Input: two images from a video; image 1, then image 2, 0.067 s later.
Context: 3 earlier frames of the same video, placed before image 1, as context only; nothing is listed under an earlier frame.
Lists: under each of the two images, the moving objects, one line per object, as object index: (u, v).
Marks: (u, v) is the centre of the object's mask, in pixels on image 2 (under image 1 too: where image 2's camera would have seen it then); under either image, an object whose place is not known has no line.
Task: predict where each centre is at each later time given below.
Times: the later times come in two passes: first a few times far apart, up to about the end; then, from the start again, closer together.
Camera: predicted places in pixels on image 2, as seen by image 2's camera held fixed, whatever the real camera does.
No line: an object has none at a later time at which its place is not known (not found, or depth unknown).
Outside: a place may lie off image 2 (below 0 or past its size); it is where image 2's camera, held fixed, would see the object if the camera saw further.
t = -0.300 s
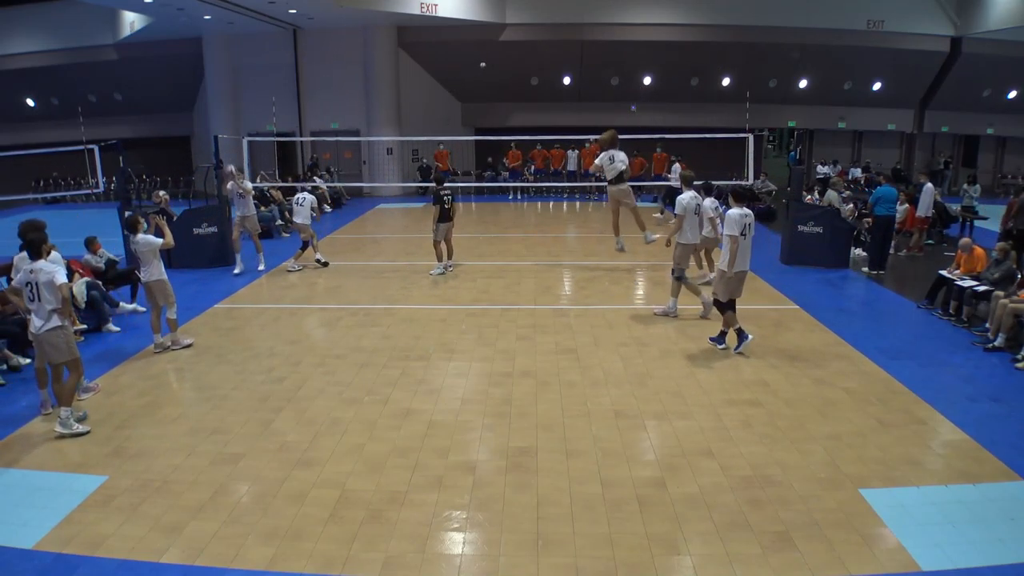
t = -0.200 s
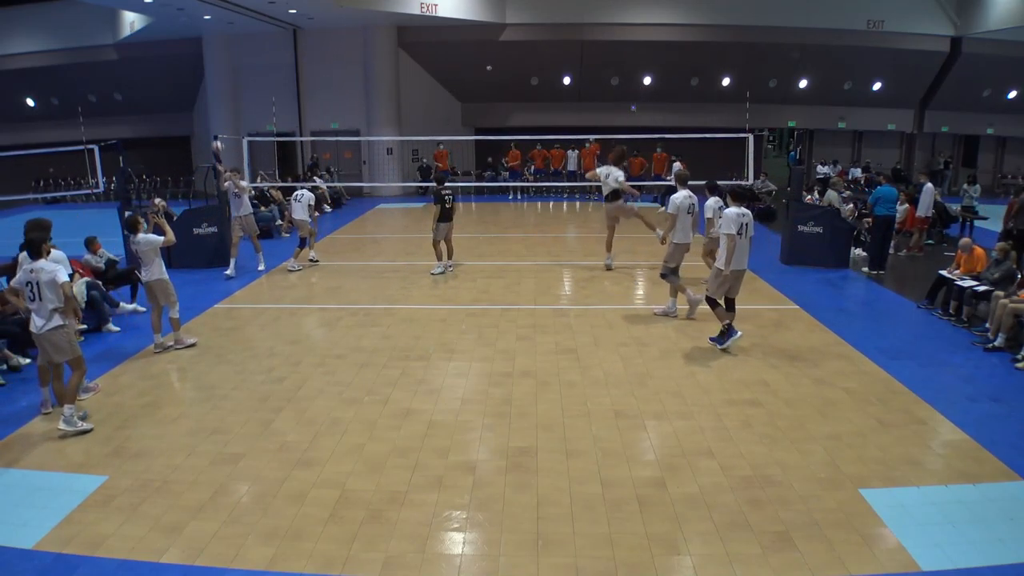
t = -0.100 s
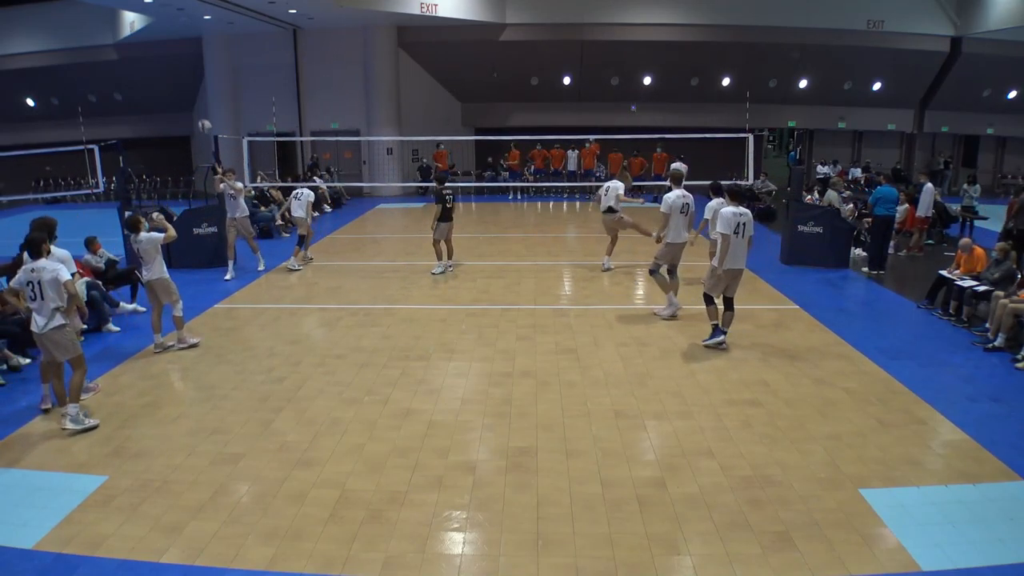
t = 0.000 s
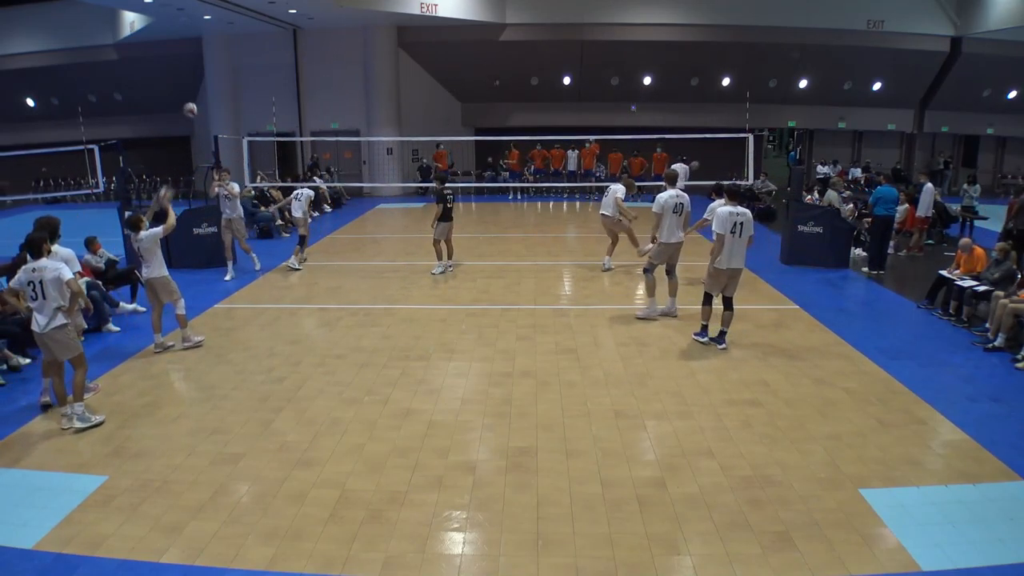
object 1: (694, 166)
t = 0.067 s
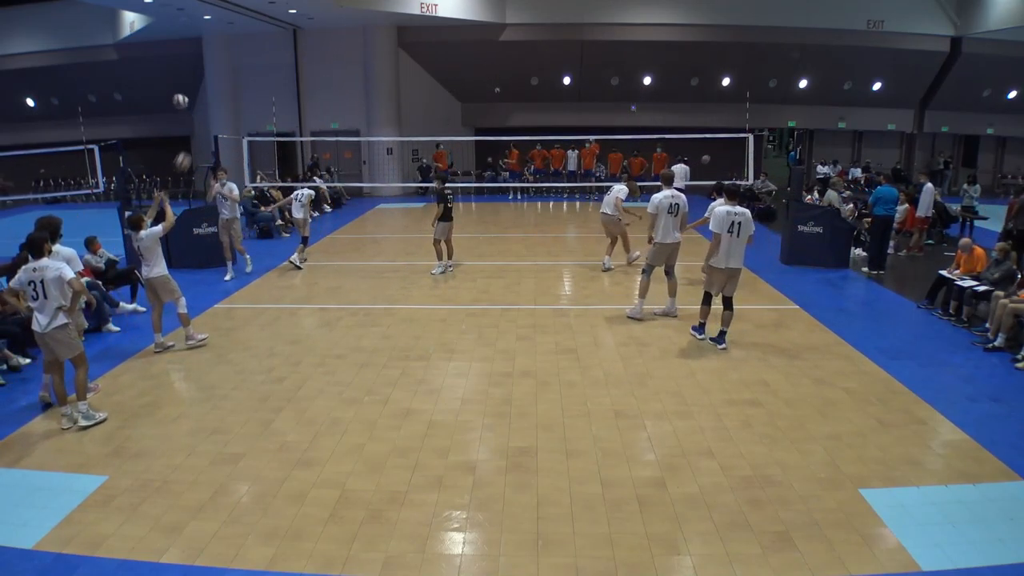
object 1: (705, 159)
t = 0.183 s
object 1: (725, 153)
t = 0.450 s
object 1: (769, 157)
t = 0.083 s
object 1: (708, 158)
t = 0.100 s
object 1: (711, 157)
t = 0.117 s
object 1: (714, 156)
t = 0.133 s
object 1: (717, 155)
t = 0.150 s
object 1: (720, 155)
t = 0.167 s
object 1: (722, 154)
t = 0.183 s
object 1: (725, 153)
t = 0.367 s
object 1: (756, 154)
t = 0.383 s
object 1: (757, 155)
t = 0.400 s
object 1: (760, 155)
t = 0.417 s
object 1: (763, 156)
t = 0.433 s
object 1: (766, 156)
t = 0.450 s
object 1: (769, 157)
